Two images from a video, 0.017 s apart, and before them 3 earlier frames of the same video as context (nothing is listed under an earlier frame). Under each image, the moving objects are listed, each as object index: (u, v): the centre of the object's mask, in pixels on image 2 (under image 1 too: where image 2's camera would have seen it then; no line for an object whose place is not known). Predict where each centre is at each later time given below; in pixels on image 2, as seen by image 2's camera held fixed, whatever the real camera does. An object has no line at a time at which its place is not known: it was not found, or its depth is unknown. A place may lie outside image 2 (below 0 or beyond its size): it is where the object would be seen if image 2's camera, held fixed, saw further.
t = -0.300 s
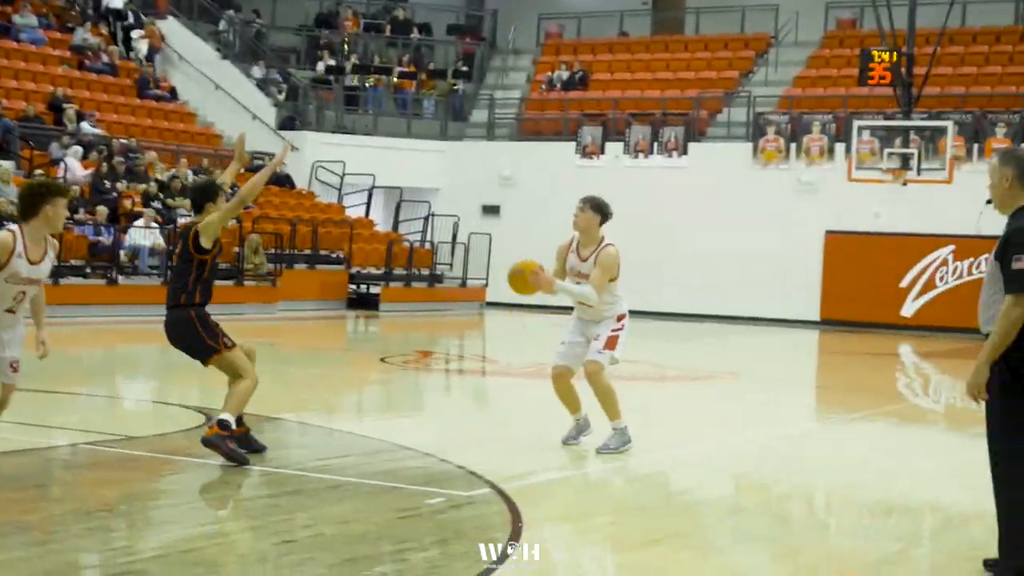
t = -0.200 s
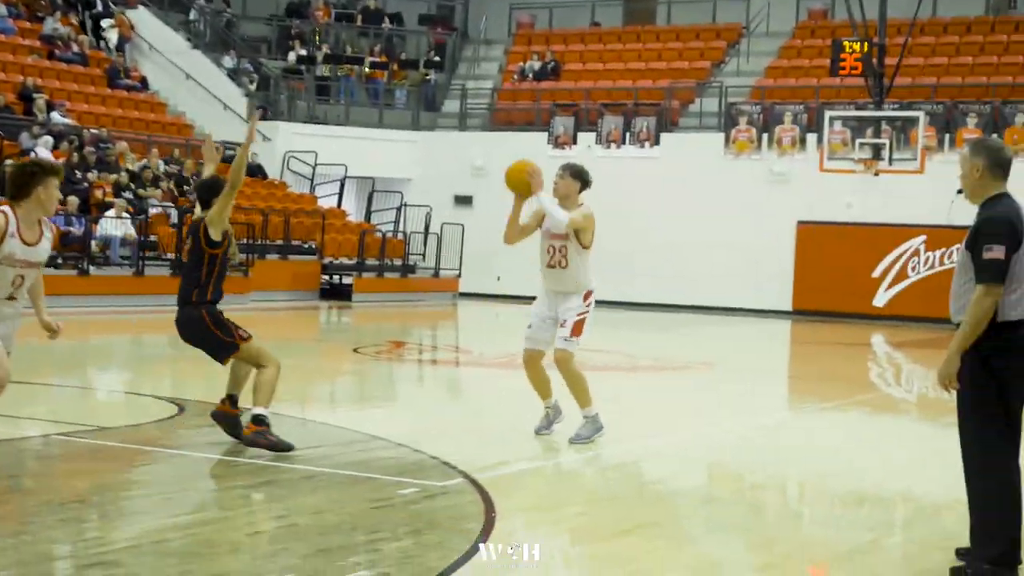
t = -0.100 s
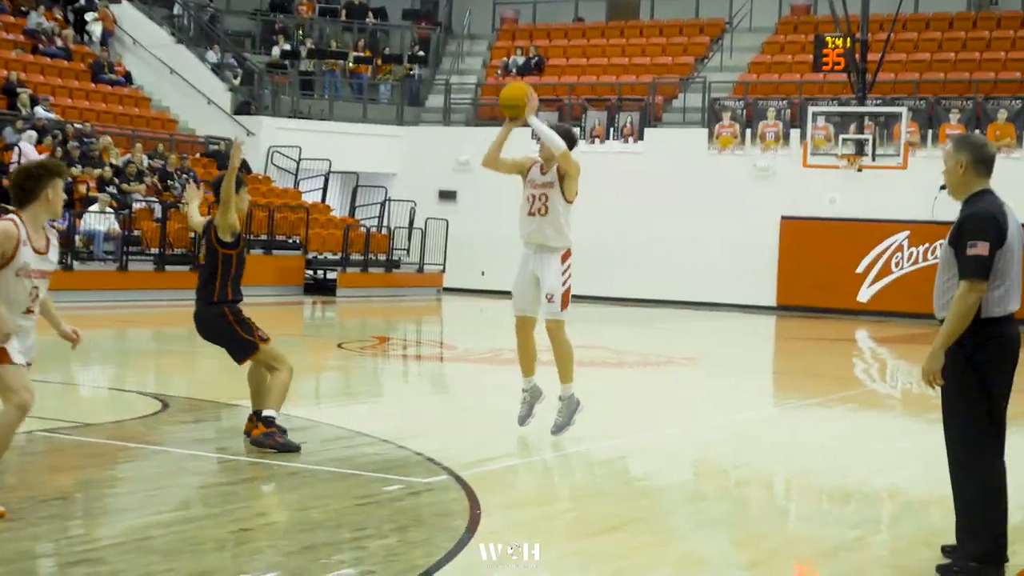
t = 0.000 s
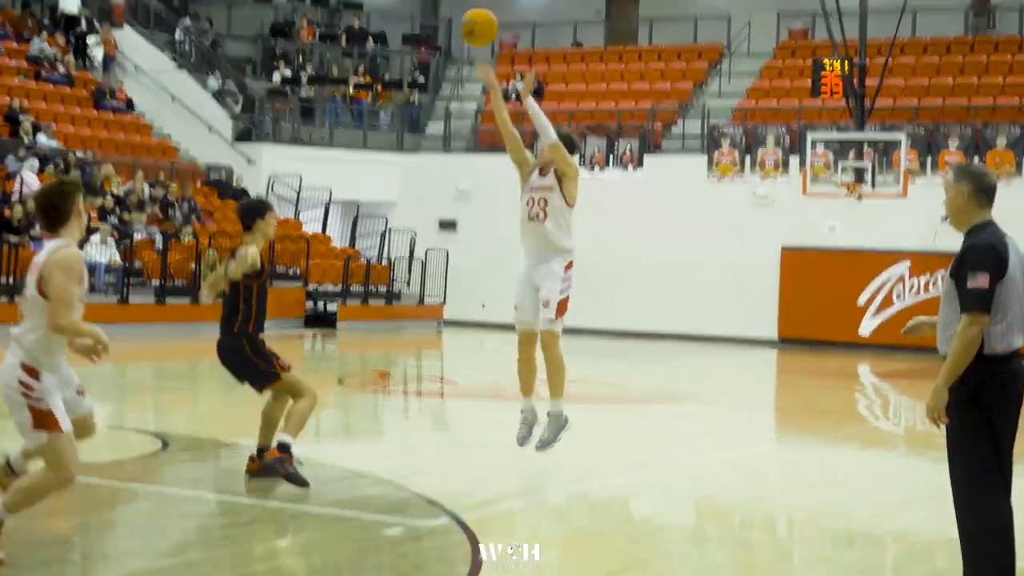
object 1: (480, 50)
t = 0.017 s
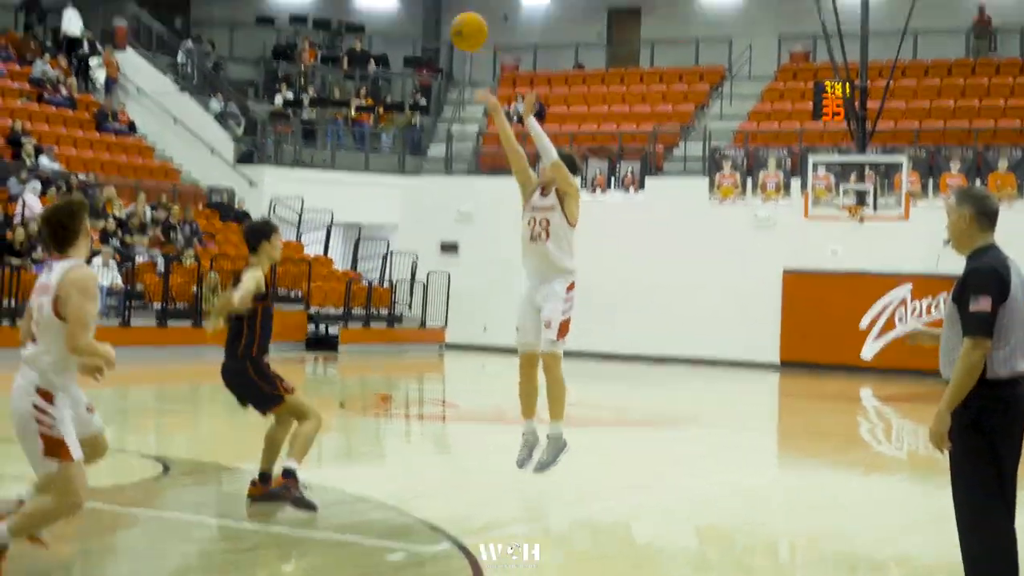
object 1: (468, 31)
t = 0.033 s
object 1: (457, 12)
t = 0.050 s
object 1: (445, -7)
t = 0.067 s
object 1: (434, -24)
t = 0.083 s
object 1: (421, -44)
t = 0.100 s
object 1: (409, -61)
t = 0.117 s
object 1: (396, -79)
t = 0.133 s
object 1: (382, -96)
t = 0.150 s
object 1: (370, -113)
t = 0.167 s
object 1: (357, -129)
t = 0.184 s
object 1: (345, -144)
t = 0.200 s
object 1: (329, -162)
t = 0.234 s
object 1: (301, -192)
